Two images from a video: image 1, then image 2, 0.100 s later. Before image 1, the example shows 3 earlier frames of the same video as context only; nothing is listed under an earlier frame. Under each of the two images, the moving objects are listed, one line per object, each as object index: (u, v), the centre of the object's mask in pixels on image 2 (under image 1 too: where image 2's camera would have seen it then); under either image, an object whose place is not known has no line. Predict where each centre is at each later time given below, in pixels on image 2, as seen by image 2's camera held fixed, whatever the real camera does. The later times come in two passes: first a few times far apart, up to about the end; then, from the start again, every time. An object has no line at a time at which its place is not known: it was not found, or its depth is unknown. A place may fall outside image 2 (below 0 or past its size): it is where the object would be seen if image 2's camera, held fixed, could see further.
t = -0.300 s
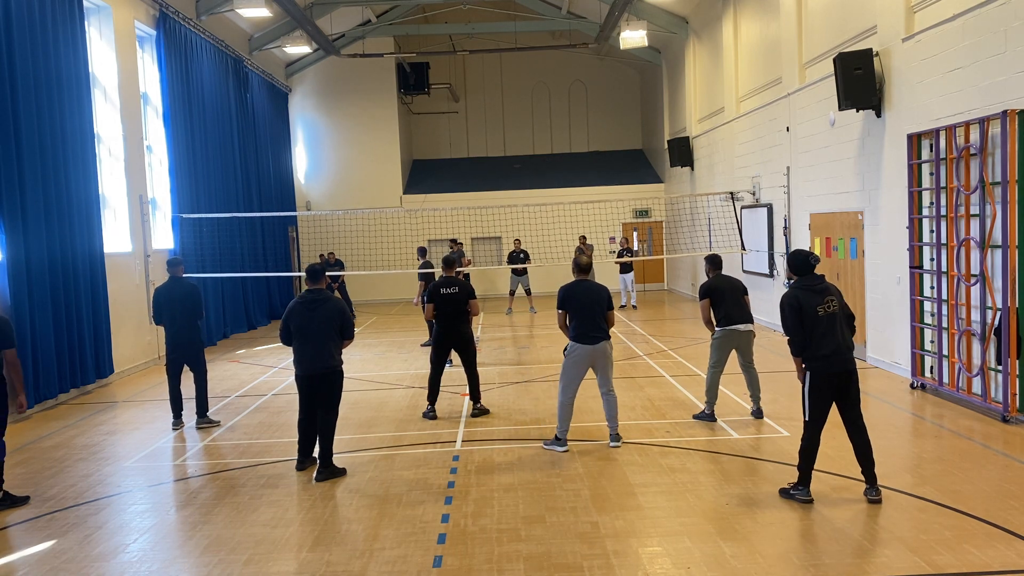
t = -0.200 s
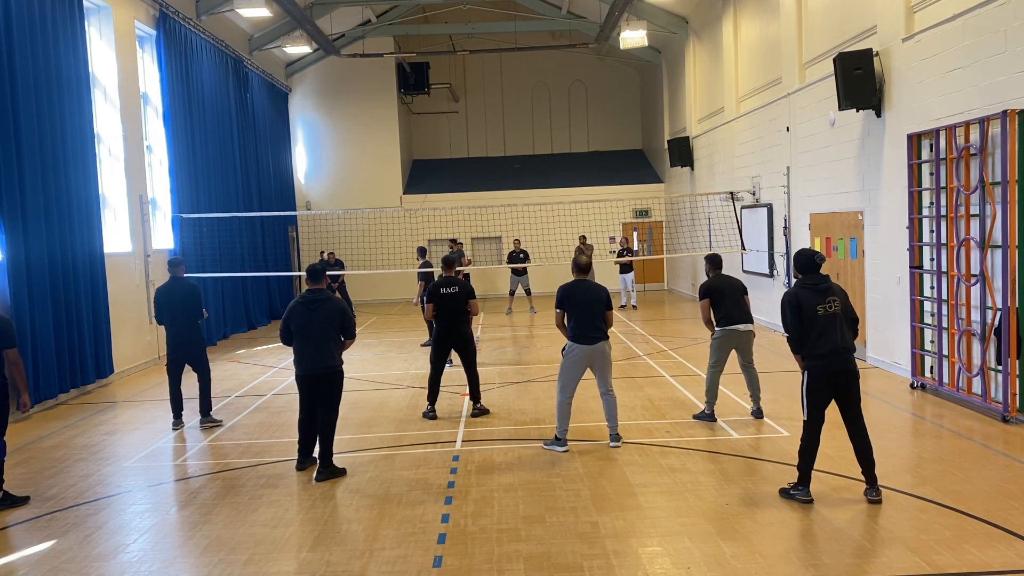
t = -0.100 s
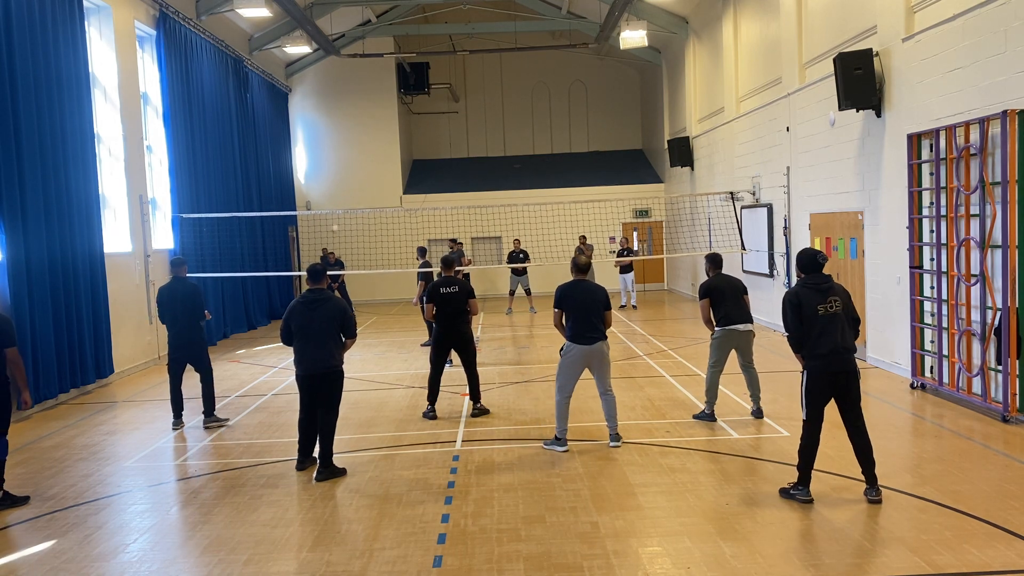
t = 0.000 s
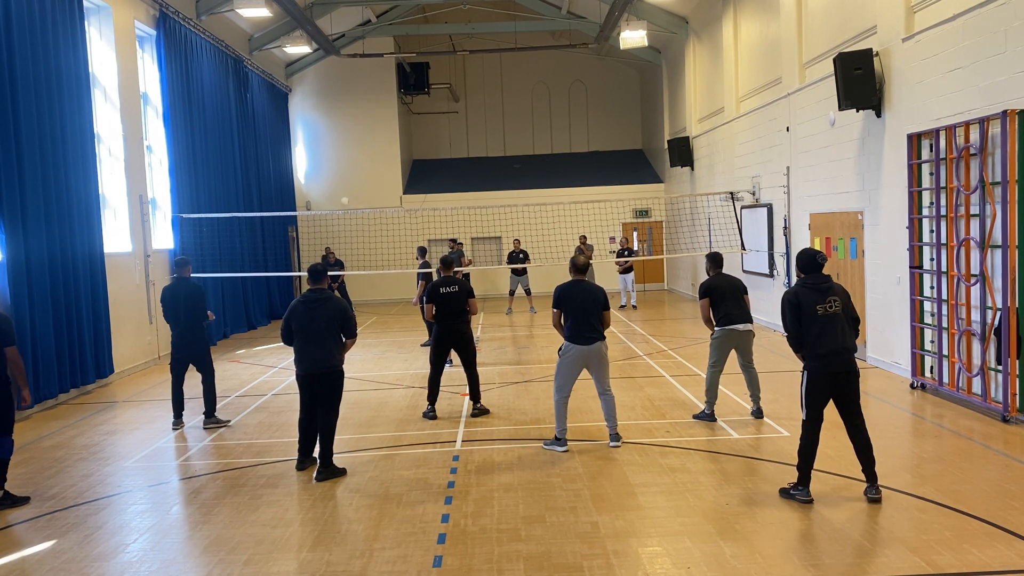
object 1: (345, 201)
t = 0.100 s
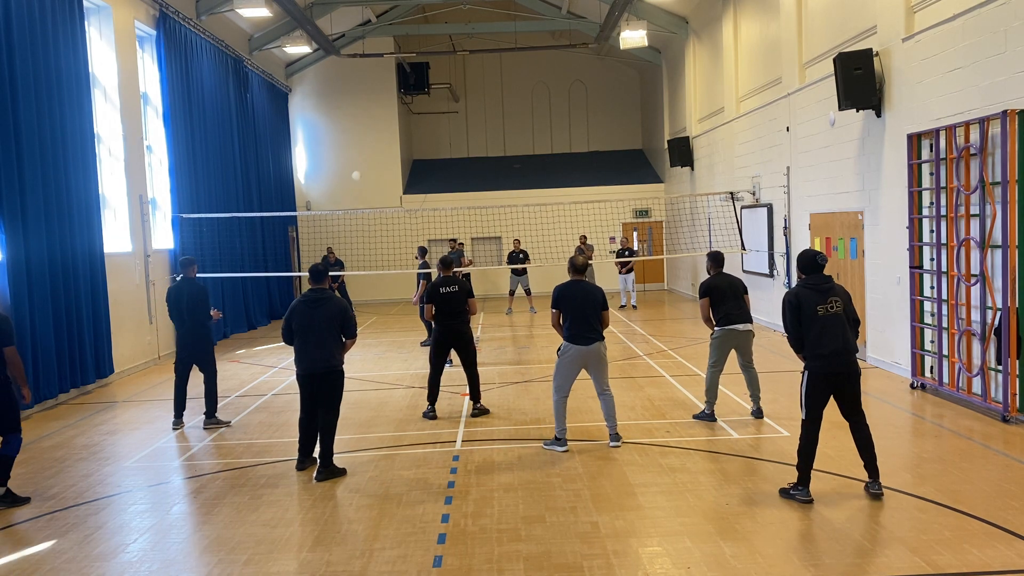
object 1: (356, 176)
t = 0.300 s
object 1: (384, 131)
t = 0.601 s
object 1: (437, 87)
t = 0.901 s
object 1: (498, 90)
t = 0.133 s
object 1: (360, 168)
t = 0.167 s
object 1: (364, 160)
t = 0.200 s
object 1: (369, 153)
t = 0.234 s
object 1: (374, 146)
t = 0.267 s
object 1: (379, 138)
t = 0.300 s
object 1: (384, 131)
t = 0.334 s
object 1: (390, 125)
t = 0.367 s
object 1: (395, 119)
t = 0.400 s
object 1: (401, 113)
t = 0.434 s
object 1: (407, 107)
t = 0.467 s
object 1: (413, 103)
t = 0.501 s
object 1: (419, 98)
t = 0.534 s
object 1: (425, 94)
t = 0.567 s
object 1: (431, 91)
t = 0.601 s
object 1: (437, 87)
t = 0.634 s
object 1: (443, 85)
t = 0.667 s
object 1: (449, 83)
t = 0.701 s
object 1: (456, 82)
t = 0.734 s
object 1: (462, 81)
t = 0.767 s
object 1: (469, 81)
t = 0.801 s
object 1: (476, 82)
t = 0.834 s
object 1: (483, 84)
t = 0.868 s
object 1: (491, 86)
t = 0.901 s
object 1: (498, 90)
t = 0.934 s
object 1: (506, 94)
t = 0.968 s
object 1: (515, 100)
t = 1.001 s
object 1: (524, 106)
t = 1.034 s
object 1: (533, 113)
